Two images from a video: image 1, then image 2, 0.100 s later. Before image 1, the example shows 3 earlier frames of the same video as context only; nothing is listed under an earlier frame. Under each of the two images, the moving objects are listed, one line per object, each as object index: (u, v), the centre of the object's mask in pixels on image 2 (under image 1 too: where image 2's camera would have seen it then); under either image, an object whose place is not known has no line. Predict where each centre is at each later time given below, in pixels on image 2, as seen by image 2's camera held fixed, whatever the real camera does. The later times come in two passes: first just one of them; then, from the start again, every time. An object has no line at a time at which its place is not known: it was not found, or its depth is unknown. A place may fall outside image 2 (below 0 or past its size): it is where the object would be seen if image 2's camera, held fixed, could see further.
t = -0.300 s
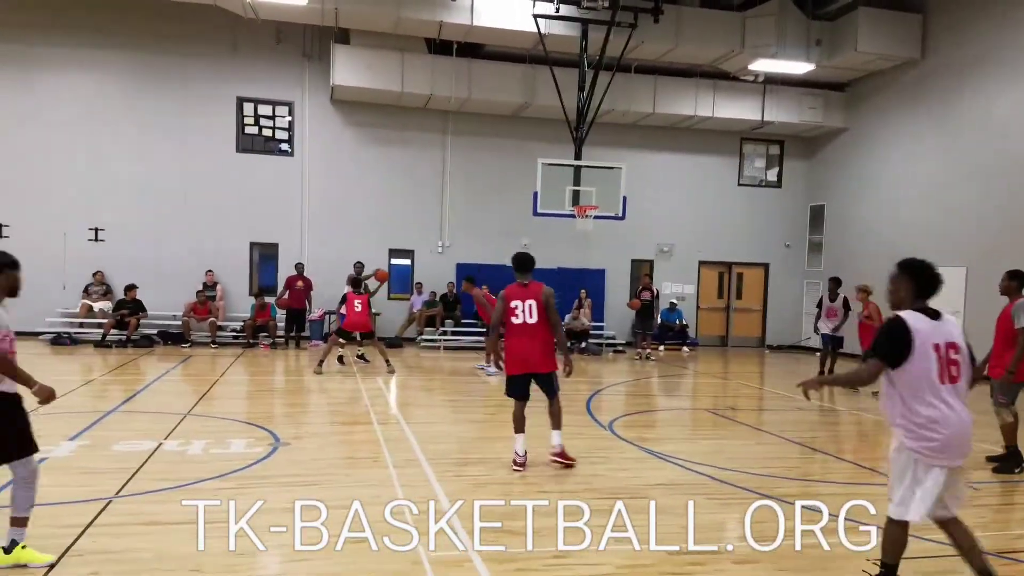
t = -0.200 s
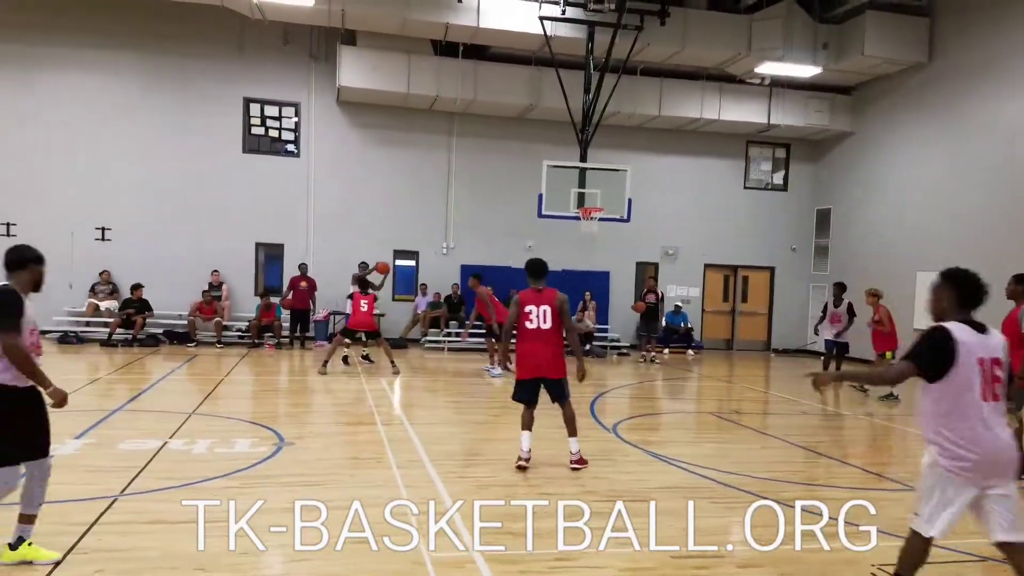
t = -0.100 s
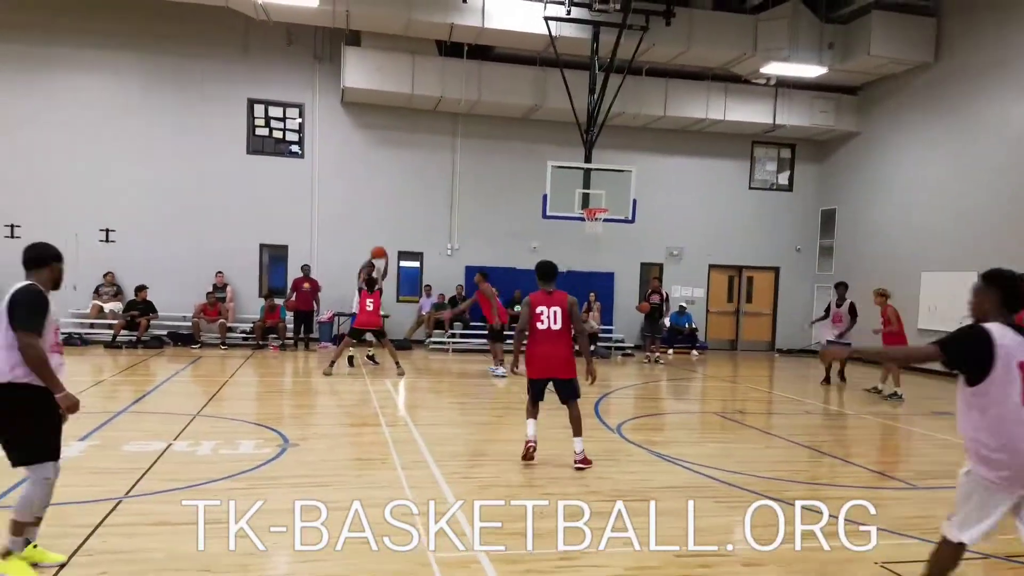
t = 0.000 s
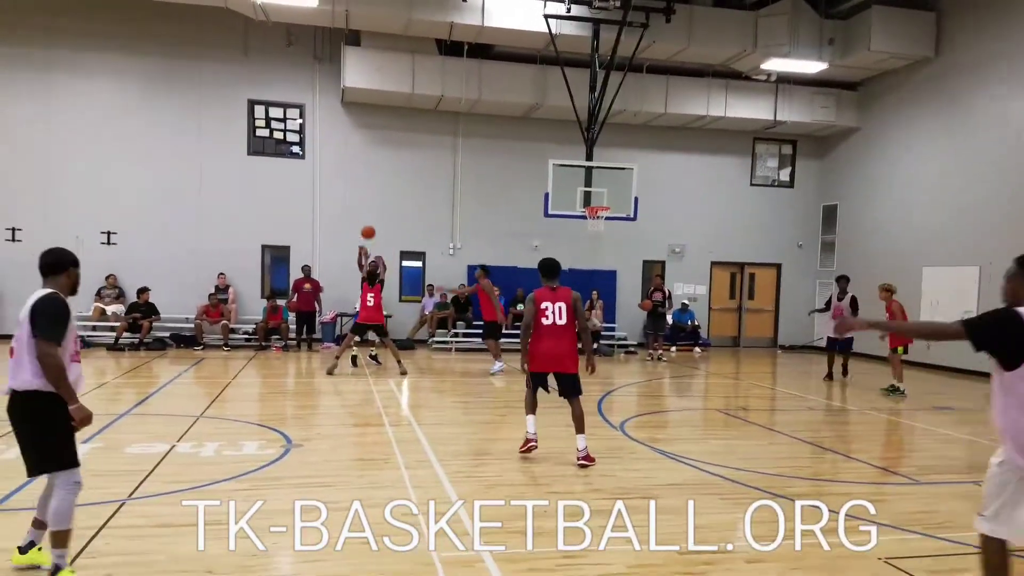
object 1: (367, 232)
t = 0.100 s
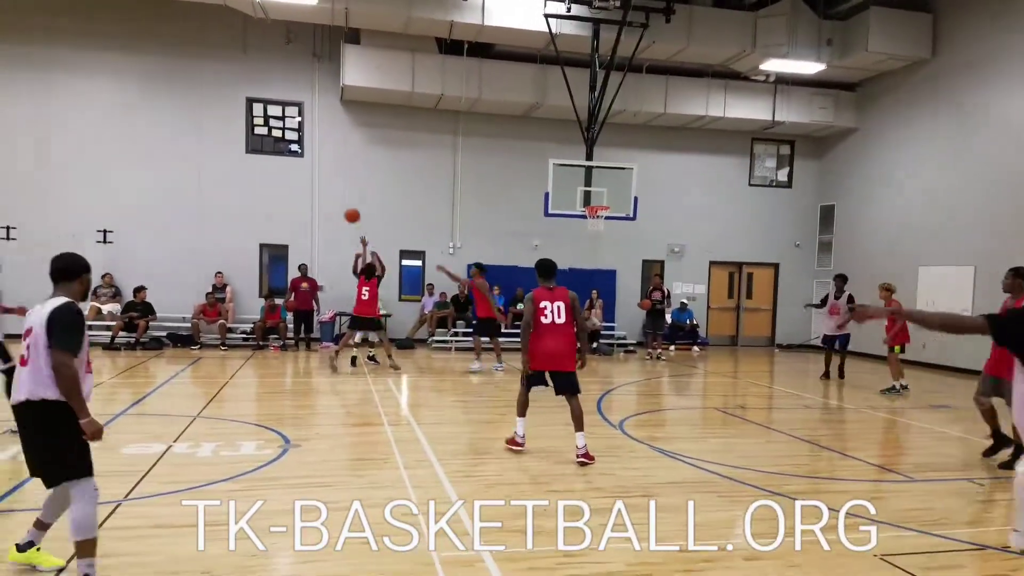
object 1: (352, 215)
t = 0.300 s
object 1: (316, 200)
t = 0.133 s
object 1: (346, 211)
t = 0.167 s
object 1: (341, 208)
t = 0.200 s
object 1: (335, 204)
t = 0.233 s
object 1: (329, 202)
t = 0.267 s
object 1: (323, 200)
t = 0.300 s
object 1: (316, 200)
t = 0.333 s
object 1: (309, 199)
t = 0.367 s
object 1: (302, 200)
